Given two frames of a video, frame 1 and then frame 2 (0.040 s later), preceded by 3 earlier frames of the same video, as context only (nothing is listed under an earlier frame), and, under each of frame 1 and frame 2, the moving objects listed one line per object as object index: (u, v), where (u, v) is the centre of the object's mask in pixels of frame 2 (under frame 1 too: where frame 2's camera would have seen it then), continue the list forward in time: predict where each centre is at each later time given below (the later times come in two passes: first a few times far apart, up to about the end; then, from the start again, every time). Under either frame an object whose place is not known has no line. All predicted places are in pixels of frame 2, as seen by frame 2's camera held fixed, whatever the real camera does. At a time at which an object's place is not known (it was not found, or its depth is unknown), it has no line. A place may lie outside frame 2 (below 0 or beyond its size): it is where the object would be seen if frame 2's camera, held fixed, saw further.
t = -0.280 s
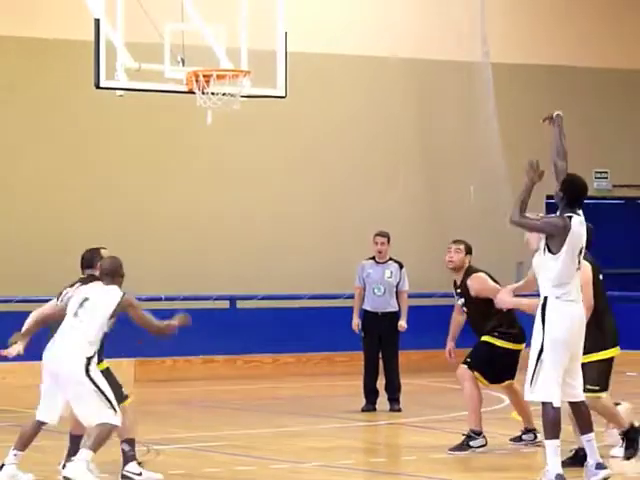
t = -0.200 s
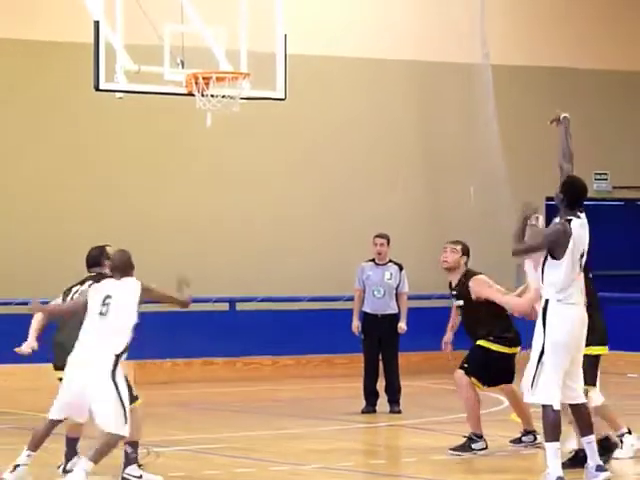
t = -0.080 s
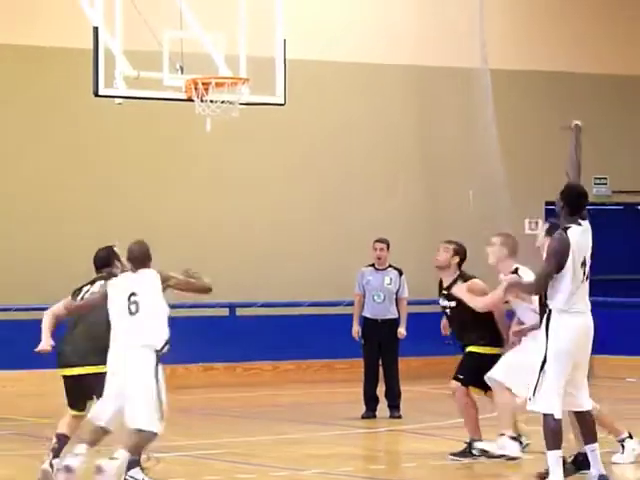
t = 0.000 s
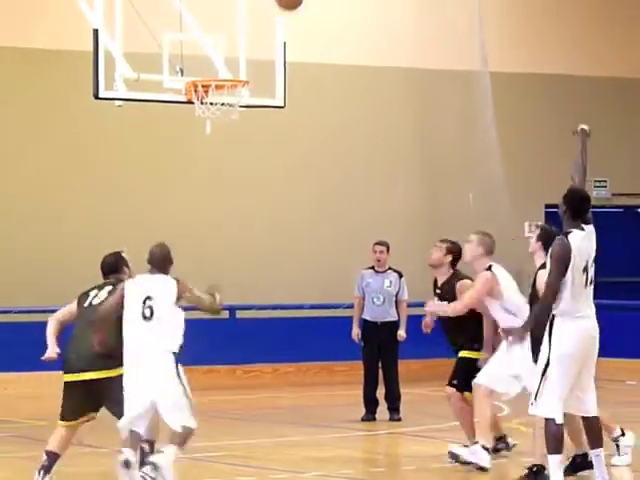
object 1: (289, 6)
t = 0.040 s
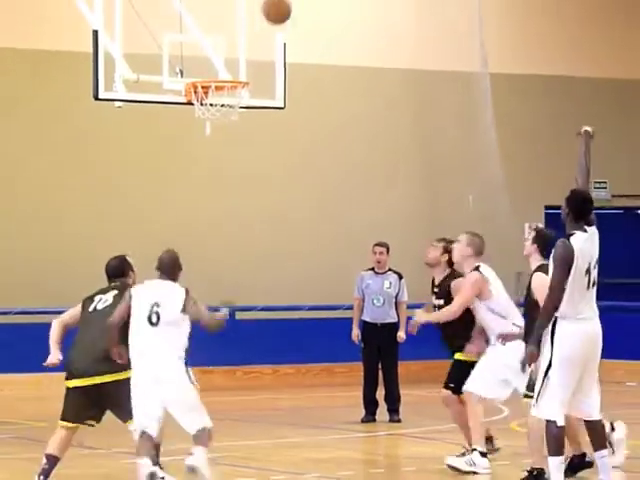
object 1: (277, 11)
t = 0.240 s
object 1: (222, 71)
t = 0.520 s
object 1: (208, 30)
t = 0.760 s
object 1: (202, 55)
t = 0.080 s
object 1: (264, 24)
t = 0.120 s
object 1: (254, 40)
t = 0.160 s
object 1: (241, 59)
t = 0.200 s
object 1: (231, 68)
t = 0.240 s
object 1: (222, 71)
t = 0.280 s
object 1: (214, 71)
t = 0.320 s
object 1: (212, 64)
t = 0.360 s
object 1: (211, 54)
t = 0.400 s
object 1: (210, 45)
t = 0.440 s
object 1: (210, 38)
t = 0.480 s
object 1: (209, 34)
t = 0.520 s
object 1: (208, 30)
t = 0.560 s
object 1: (206, 30)
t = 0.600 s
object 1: (206, 31)
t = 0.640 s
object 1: (205, 34)
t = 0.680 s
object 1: (204, 39)
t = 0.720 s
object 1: (203, 46)
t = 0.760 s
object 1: (202, 55)
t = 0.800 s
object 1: (201, 65)
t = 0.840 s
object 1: (201, 78)
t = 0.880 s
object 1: (199, 94)
